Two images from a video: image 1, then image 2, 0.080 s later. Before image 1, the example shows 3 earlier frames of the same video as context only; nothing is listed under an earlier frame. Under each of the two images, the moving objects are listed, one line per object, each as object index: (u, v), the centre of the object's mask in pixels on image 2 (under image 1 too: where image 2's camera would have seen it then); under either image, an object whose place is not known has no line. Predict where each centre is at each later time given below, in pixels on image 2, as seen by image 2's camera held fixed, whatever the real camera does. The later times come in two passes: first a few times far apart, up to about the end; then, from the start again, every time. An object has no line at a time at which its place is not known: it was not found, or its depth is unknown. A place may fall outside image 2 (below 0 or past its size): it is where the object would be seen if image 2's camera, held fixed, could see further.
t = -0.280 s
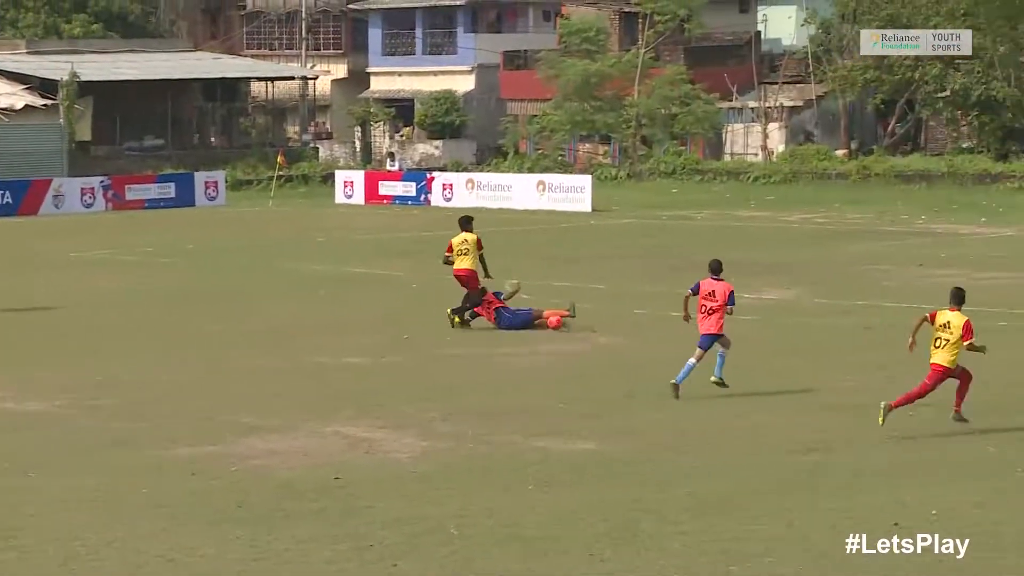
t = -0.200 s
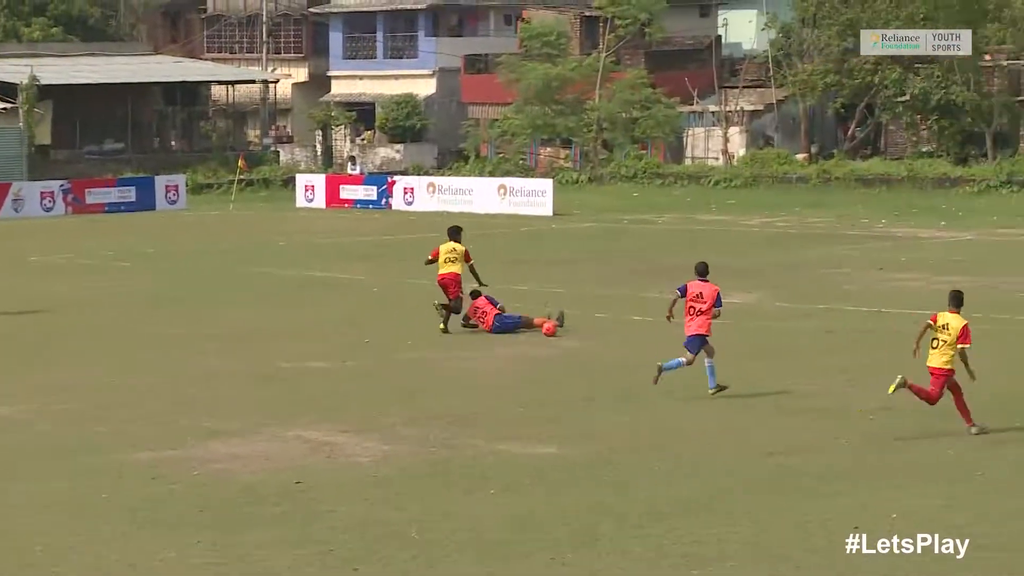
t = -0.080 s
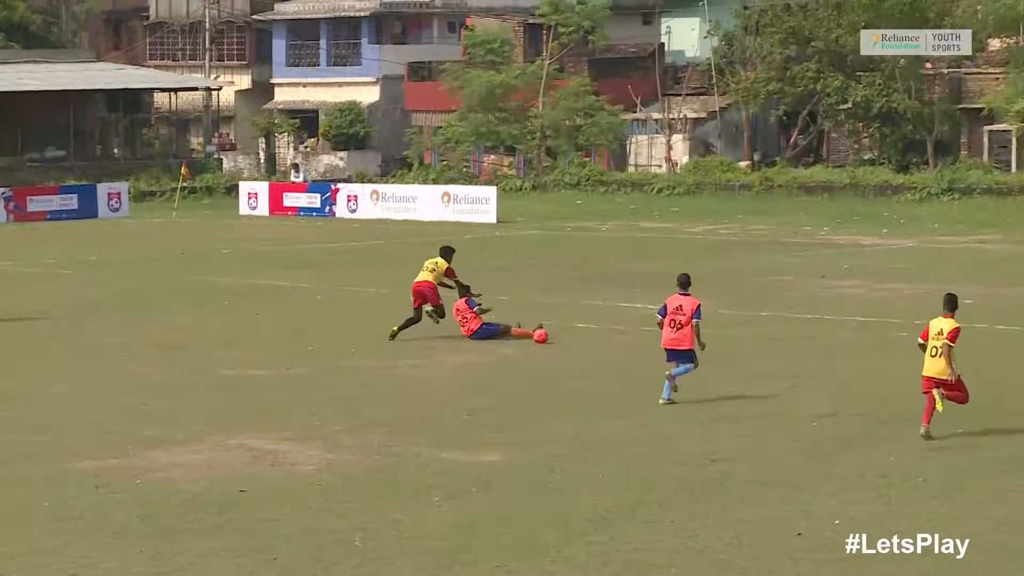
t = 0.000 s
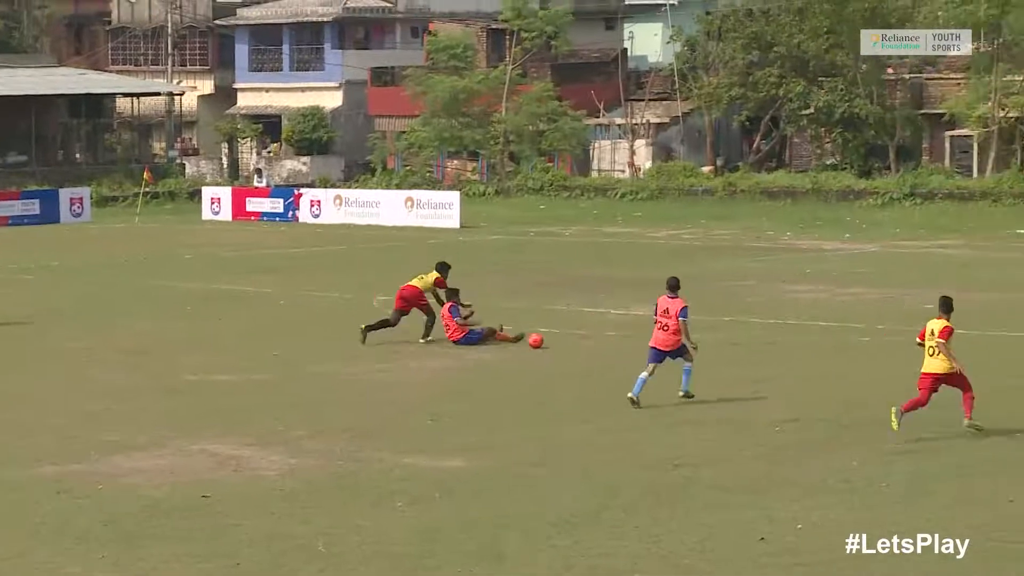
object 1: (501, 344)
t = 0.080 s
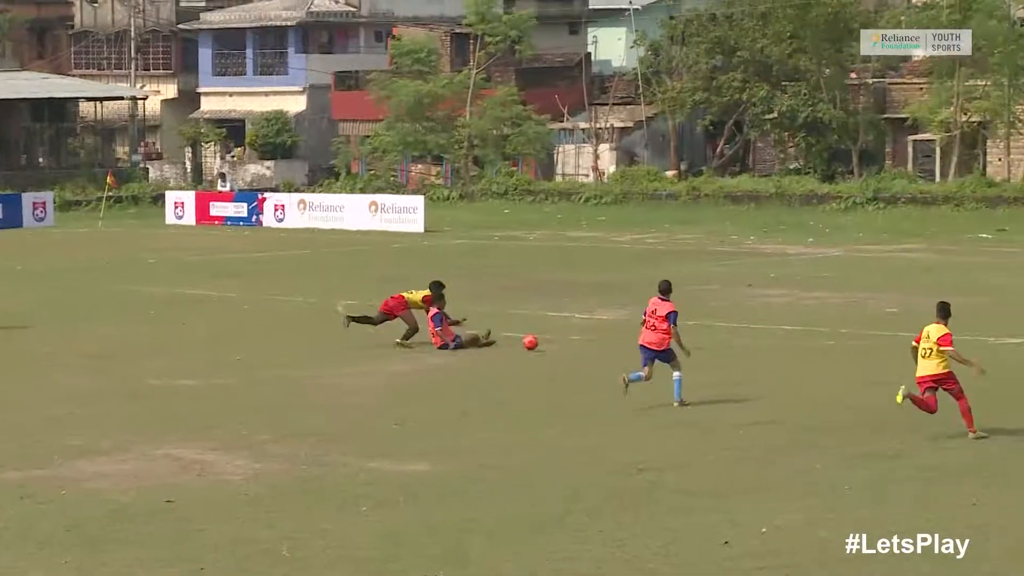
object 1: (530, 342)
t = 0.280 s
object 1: (603, 343)
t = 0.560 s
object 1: (706, 345)
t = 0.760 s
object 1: (780, 345)
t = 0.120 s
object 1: (545, 342)
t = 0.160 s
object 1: (560, 343)
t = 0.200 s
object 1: (573, 344)
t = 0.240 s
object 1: (588, 343)
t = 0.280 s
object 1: (603, 343)
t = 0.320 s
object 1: (617, 344)
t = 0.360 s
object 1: (631, 344)
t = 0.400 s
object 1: (646, 344)
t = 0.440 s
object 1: (661, 344)
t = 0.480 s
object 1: (676, 343)
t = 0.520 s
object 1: (691, 344)
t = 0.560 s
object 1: (706, 345)
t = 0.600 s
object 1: (721, 344)
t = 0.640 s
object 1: (735, 345)
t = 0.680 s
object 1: (751, 345)
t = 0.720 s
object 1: (765, 345)
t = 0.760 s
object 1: (780, 345)
